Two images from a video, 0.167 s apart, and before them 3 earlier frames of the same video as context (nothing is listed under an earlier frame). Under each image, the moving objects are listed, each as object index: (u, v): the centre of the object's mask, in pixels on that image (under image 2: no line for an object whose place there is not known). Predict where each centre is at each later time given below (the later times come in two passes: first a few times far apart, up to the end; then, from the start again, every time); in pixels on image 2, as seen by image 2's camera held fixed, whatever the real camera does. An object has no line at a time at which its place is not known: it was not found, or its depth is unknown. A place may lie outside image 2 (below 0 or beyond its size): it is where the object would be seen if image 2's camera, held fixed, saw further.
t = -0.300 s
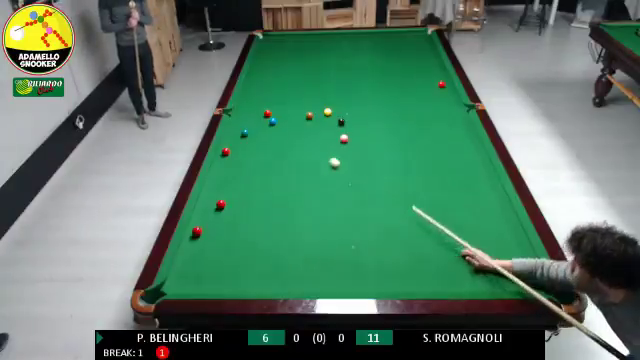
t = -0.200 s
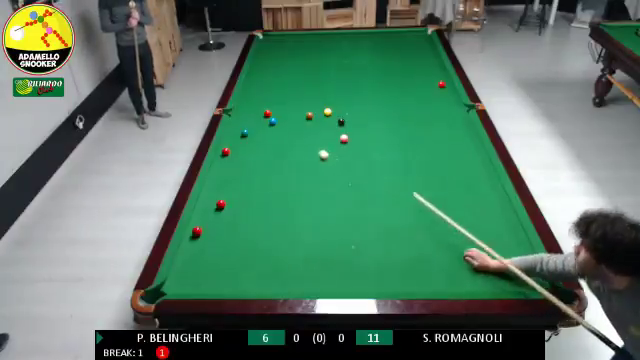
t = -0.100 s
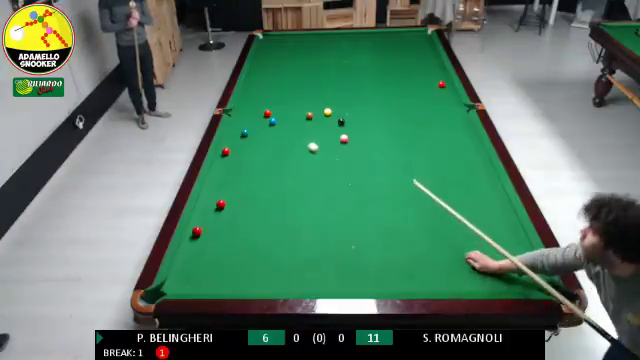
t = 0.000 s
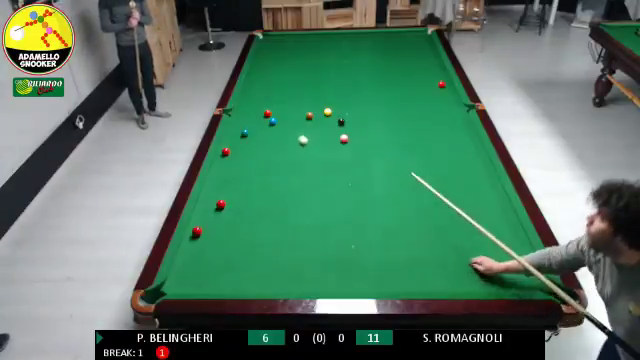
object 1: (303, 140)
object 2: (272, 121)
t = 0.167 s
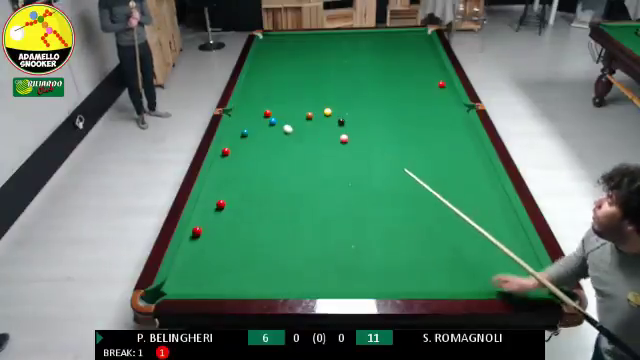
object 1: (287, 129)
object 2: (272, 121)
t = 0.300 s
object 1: (279, 122)
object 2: (269, 121)
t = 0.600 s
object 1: (281, 112)
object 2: (248, 115)
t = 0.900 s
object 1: (283, 104)
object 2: (231, 111)
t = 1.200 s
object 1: (283, 96)
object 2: (234, 117)
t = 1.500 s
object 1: (284, 90)
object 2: (236, 123)
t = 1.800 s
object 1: (285, 84)
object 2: (238, 128)
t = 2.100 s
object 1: (285, 79)
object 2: (237, 133)
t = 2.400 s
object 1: (285, 75)
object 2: (236, 135)
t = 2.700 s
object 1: (286, 72)
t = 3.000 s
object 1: (286, 68)
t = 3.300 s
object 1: (287, 66)
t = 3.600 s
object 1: (287, 64)
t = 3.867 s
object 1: (287, 63)
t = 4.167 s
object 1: (287, 61)
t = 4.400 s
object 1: (287, 61)
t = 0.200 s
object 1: (285, 127)
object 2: (272, 121)
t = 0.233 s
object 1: (282, 125)
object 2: (271, 121)
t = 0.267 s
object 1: (279, 123)
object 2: (271, 121)
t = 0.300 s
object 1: (279, 122)
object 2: (269, 121)
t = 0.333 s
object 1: (280, 121)
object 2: (267, 120)
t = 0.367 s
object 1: (280, 120)
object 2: (263, 119)
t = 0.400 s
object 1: (280, 119)
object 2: (261, 118)
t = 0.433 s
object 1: (281, 118)
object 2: (258, 118)
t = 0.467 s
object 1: (281, 117)
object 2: (256, 117)
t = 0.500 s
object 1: (281, 116)
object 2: (254, 116)
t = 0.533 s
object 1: (281, 114)
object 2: (252, 116)
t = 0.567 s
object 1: (281, 114)
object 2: (250, 115)
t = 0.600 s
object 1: (281, 112)
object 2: (248, 115)
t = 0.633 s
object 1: (282, 111)
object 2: (245, 115)
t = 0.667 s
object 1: (282, 110)
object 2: (243, 114)
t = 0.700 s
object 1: (282, 109)
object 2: (242, 113)
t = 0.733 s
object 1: (282, 108)
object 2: (239, 113)
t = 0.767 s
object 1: (282, 108)
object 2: (237, 112)
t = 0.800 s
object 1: (282, 107)
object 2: (235, 111)
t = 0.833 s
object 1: (282, 106)
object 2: (233, 111)
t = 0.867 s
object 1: (283, 105)
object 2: (231, 110)
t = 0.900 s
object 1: (283, 104)
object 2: (231, 111)
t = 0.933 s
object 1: (283, 103)
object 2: (232, 111)
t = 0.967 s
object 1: (283, 102)
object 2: (232, 112)
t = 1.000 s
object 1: (283, 101)
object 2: (232, 113)
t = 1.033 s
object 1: (283, 101)
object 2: (232, 114)
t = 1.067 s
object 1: (283, 100)
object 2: (232, 114)
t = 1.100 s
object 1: (283, 99)
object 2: (232, 115)
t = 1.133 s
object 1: (283, 98)
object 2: (232, 115)
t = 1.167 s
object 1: (283, 97)
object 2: (233, 116)
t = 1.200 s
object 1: (283, 96)
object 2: (234, 117)
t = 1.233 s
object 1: (284, 96)
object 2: (234, 118)
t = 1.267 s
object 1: (284, 95)
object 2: (234, 118)
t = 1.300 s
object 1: (284, 94)
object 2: (235, 119)
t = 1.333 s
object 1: (284, 93)
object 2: (235, 120)
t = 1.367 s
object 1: (284, 92)
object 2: (235, 121)
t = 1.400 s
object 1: (284, 92)
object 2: (235, 121)
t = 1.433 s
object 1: (284, 91)
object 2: (235, 122)
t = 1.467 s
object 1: (284, 90)
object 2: (235, 123)
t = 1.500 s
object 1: (284, 90)
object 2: (236, 123)
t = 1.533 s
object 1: (284, 89)
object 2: (236, 124)
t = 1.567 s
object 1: (284, 89)
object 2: (236, 125)
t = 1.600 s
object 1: (284, 88)
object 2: (237, 125)
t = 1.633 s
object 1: (284, 87)
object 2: (237, 126)
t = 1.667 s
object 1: (285, 87)
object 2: (237, 126)
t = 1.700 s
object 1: (285, 86)
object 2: (237, 127)
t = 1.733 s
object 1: (284, 85)
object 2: (237, 128)
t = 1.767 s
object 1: (285, 85)
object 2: (238, 128)
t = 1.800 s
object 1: (285, 84)
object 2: (238, 128)
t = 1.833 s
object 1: (285, 83)
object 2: (238, 129)
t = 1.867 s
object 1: (285, 83)
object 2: (238, 130)
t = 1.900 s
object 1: (285, 83)
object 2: (239, 130)
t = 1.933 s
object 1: (285, 82)
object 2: (238, 131)
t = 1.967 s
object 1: (285, 81)
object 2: (238, 132)
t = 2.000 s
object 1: (285, 81)
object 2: (238, 132)
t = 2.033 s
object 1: (285, 81)
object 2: (238, 132)
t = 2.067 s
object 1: (285, 80)
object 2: (238, 132)
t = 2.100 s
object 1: (285, 79)
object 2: (237, 133)
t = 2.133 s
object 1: (285, 79)
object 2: (236, 133)
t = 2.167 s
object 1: (285, 79)
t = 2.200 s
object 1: (285, 78)
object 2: (237, 133)
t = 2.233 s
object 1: (285, 78)
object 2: (236, 134)
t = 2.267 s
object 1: (285, 77)
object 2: (236, 135)
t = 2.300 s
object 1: (285, 76)
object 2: (236, 135)
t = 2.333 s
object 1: (285, 76)
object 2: (236, 135)
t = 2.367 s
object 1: (285, 76)
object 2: (236, 135)
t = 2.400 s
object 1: (285, 75)
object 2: (236, 135)
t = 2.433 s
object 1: (285, 75)
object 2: (236, 135)
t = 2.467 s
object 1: (286, 75)
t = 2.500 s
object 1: (286, 74)
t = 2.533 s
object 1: (285, 74)
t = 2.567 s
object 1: (286, 73)
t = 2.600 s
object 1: (286, 73)
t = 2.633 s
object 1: (286, 73)
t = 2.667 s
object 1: (286, 72)
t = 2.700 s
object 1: (286, 72)
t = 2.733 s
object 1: (286, 71)
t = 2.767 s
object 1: (286, 71)
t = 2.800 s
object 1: (286, 70)
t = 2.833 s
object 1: (286, 70)
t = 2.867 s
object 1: (286, 70)
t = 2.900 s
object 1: (286, 69)
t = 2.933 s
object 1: (286, 69)
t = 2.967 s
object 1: (286, 69)
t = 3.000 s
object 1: (286, 68)
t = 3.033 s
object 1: (286, 68)
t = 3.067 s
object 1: (286, 68)
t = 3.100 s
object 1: (287, 68)
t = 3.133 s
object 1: (286, 67)
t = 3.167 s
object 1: (287, 67)
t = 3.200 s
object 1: (287, 67)
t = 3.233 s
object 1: (287, 66)
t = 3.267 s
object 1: (287, 66)
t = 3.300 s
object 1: (287, 66)
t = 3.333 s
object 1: (287, 66)
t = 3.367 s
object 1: (287, 65)
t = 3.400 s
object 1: (287, 65)
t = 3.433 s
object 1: (287, 65)
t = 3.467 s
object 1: (287, 65)
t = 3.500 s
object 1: (287, 64)
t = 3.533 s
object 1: (287, 64)
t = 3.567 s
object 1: (287, 64)
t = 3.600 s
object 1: (287, 64)
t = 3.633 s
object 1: (287, 64)
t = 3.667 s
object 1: (287, 64)
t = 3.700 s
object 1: (287, 63)
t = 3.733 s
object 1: (287, 63)
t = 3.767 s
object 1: (287, 63)
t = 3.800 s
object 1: (287, 63)
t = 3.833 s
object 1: (287, 63)
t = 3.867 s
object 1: (287, 63)
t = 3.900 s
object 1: (287, 62)
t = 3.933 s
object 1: (287, 62)
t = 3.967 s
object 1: (287, 62)
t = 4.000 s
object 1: (287, 62)
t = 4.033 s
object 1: (287, 62)
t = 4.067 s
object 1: (287, 62)
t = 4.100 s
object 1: (287, 62)
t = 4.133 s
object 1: (287, 62)
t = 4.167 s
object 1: (287, 61)
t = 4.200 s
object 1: (287, 61)
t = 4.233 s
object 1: (287, 61)
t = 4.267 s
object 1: (287, 61)
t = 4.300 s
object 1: (287, 61)
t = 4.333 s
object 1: (287, 61)
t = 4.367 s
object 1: (287, 61)
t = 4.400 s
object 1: (287, 61)
